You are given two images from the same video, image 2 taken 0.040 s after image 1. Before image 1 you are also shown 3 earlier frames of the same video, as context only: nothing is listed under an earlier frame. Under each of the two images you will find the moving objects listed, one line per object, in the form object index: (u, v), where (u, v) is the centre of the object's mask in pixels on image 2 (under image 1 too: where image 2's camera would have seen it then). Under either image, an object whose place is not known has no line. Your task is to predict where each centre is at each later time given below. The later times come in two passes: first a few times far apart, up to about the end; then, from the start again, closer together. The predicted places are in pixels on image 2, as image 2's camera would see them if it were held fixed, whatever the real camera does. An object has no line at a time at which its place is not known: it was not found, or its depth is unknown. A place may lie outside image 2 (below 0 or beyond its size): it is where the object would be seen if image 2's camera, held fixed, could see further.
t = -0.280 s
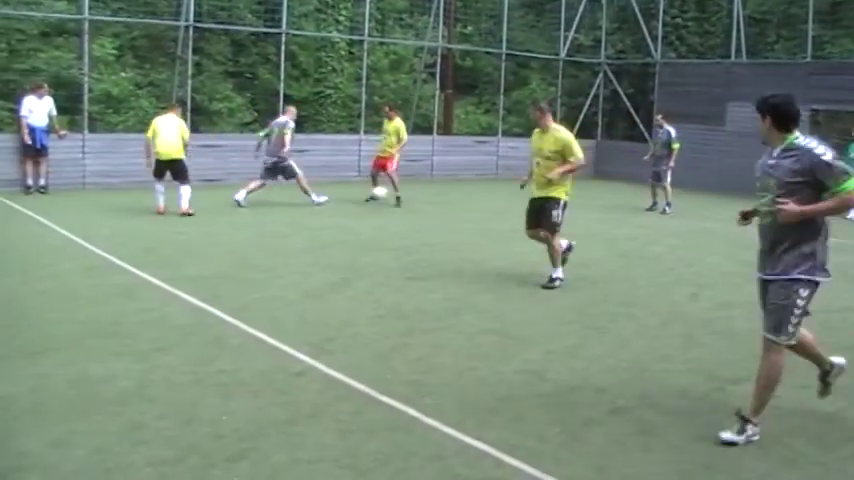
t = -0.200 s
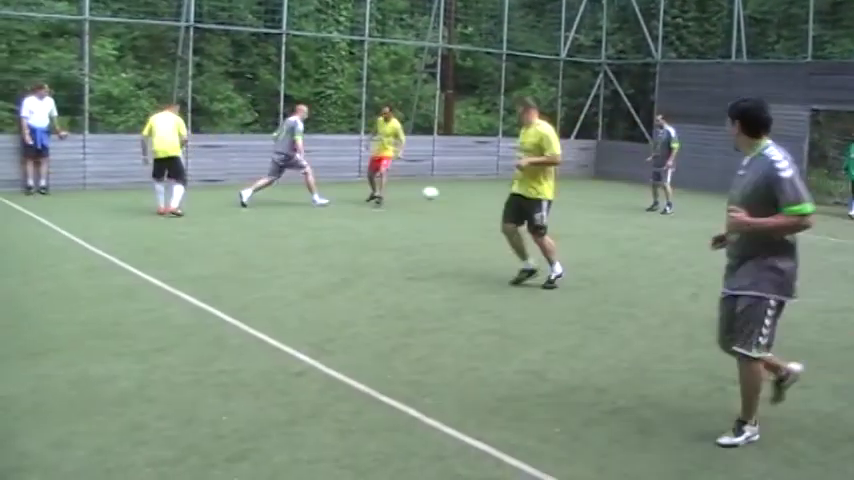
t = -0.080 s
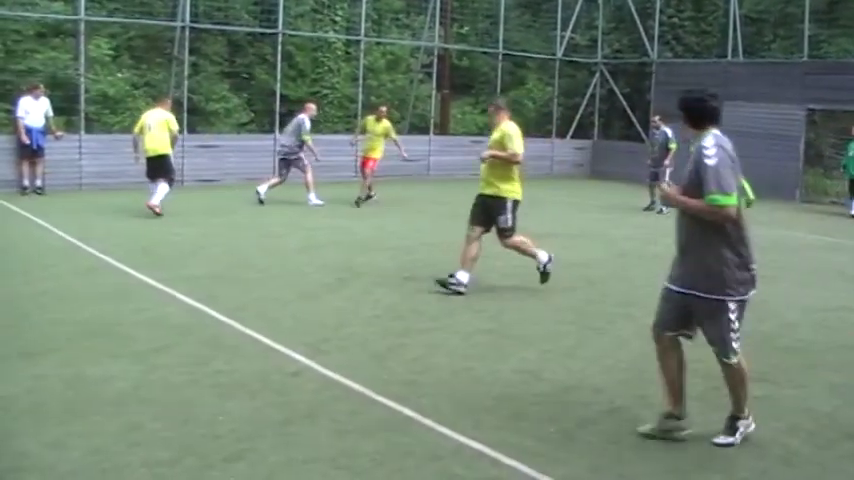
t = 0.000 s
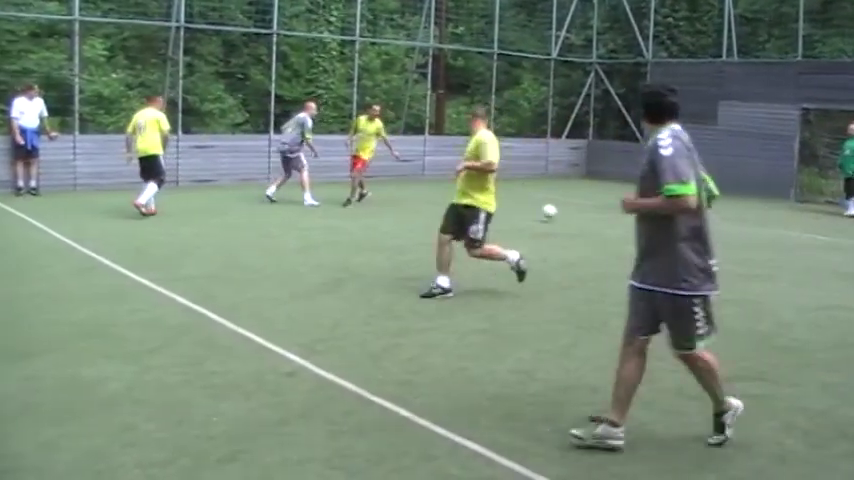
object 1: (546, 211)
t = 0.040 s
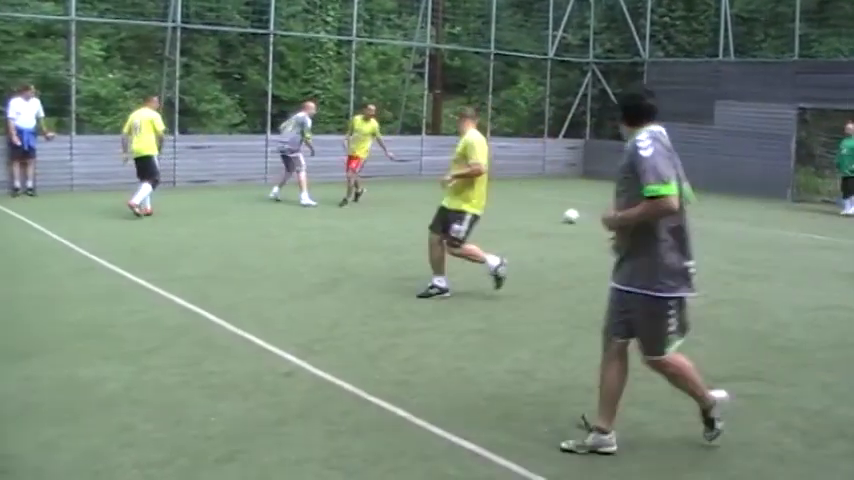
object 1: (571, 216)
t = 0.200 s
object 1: (656, 218)
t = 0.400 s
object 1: (752, 227)
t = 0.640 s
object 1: (846, 233)
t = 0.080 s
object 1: (591, 215)
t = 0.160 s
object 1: (641, 216)
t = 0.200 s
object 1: (656, 218)
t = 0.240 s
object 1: (677, 222)
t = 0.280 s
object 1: (696, 223)
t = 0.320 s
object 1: (716, 224)
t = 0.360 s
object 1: (734, 225)
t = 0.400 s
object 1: (752, 227)
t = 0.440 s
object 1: (770, 230)
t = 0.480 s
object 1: (786, 229)
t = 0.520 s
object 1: (800, 229)
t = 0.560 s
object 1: (815, 231)
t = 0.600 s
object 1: (830, 233)
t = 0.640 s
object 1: (846, 233)
